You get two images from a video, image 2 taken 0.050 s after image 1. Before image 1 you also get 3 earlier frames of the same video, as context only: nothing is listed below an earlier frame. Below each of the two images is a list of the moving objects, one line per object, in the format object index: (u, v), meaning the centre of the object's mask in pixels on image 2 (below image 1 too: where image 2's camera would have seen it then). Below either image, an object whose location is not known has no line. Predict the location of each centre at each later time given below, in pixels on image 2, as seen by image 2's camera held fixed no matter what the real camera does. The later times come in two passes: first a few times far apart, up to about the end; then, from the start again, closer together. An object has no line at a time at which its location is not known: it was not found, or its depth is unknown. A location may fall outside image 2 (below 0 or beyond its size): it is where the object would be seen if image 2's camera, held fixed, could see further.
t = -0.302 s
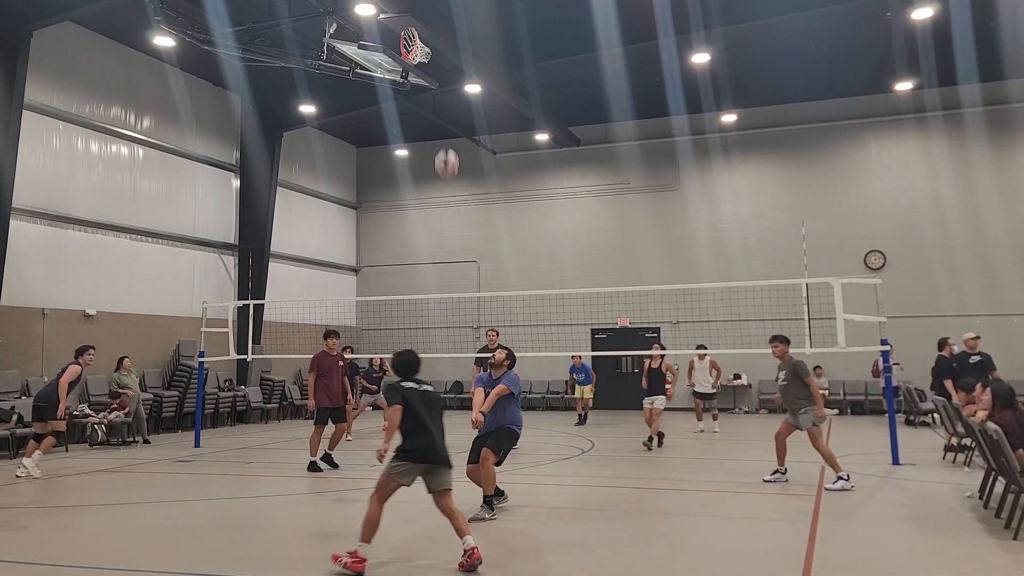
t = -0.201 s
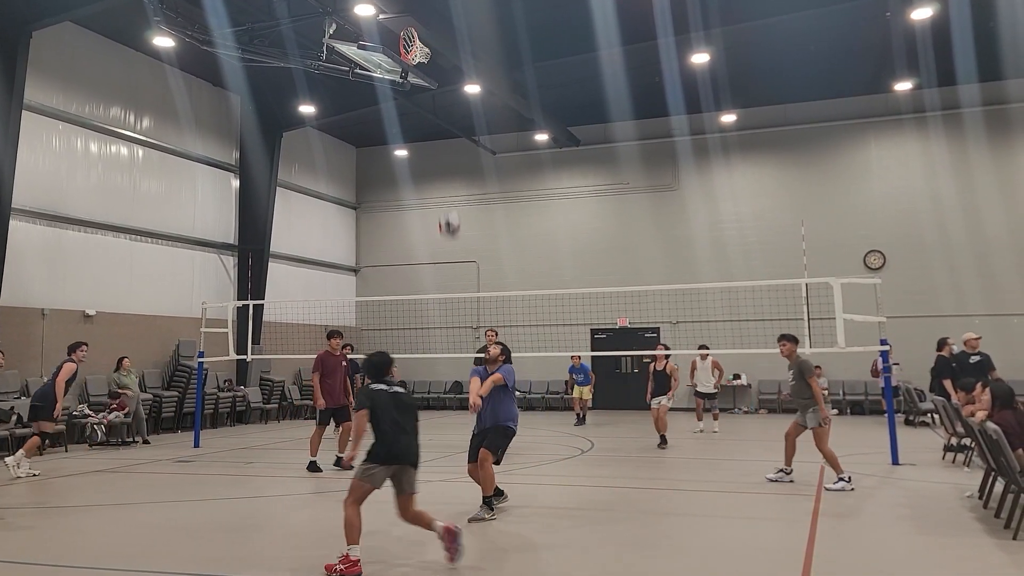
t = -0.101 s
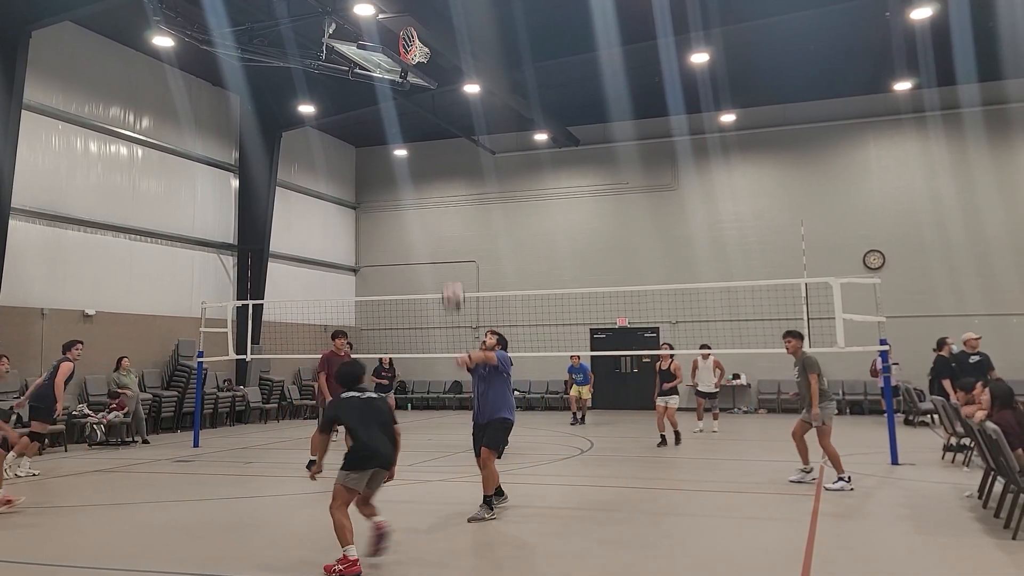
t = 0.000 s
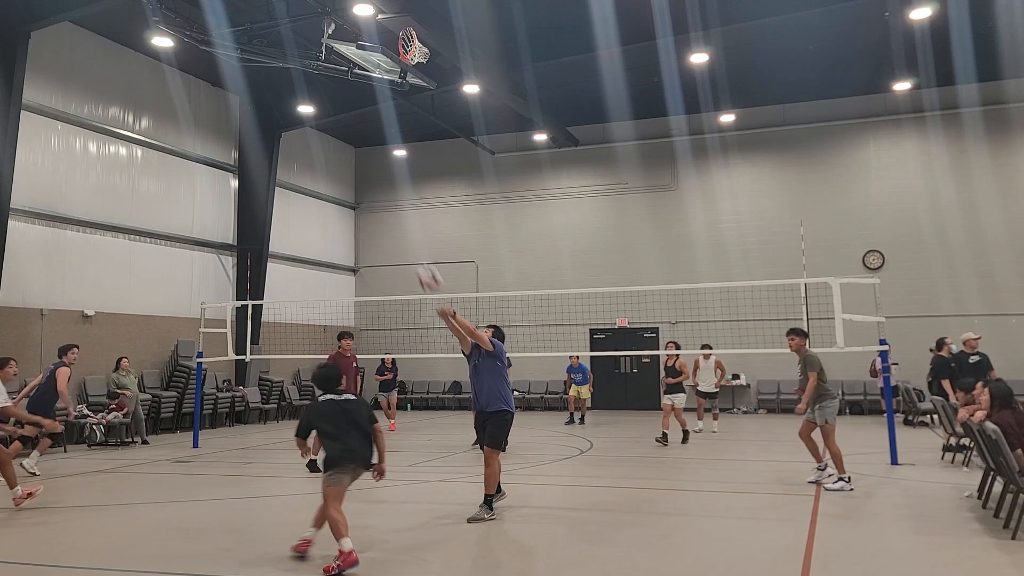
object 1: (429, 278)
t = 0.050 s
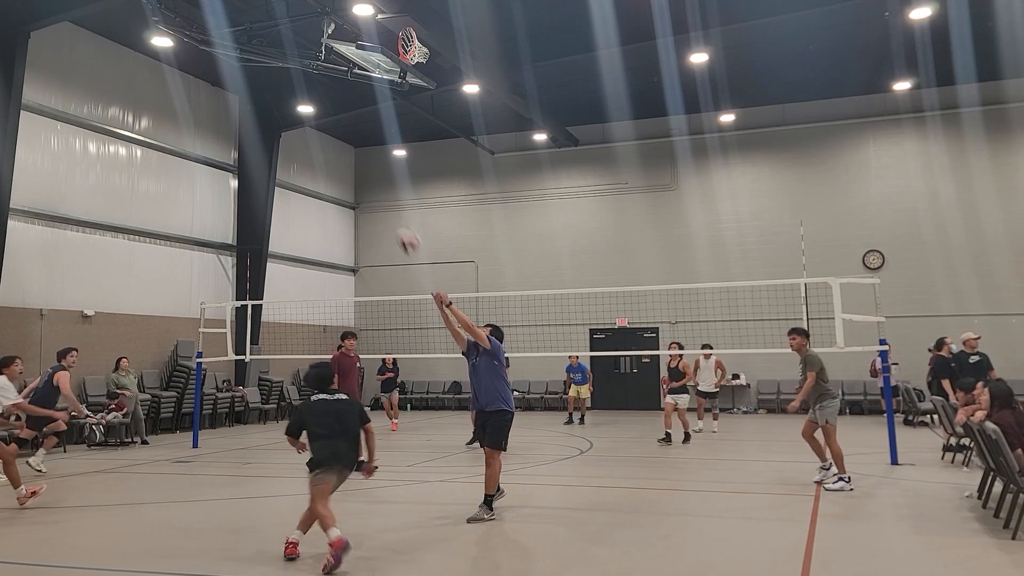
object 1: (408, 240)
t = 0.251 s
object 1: (339, 129)
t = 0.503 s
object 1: (268, 63)
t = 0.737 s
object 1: (212, 61)
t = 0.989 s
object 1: (158, 108)
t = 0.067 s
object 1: (401, 229)
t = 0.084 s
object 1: (396, 218)
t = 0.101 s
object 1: (389, 206)
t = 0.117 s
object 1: (383, 196)
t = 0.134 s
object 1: (377, 186)
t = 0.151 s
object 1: (372, 177)
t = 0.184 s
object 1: (360, 159)
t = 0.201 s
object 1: (355, 150)
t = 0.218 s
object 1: (349, 142)
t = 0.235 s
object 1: (344, 136)
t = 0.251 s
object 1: (339, 129)
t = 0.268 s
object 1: (334, 123)
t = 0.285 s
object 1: (329, 116)
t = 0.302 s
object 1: (324, 109)
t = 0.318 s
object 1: (319, 104)
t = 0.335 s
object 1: (314, 98)
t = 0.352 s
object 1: (308, 93)
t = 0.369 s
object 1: (304, 89)
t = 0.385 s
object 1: (299, 84)
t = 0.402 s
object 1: (295, 80)
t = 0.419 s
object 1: (290, 77)
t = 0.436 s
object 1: (286, 74)
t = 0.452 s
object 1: (282, 70)
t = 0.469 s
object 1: (277, 68)
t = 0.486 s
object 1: (273, 65)
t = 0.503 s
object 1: (268, 63)
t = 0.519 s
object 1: (264, 61)
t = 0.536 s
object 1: (259, 59)
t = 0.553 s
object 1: (255, 58)
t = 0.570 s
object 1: (251, 57)
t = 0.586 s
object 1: (247, 56)
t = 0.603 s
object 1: (243, 56)
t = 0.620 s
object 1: (239, 55)
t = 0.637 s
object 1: (235, 55)
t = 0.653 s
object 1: (231, 56)
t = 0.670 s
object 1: (227, 56)
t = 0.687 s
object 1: (223, 57)
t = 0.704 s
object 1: (219, 58)
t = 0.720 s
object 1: (215, 59)
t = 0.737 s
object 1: (212, 61)
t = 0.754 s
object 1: (208, 62)
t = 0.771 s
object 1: (204, 64)
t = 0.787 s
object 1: (200, 66)
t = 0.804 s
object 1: (197, 69)
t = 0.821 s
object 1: (193, 71)
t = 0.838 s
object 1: (189, 74)
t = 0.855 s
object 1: (186, 77)
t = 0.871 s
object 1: (182, 80)
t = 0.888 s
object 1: (179, 83)
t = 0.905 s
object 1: (175, 87)
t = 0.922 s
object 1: (172, 91)
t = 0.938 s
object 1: (168, 95)
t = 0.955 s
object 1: (165, 99)
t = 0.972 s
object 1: (162, 103)
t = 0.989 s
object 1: (158, 108)
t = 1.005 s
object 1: (155, 112)
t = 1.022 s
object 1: (151, 117)
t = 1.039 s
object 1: (149, 122)
